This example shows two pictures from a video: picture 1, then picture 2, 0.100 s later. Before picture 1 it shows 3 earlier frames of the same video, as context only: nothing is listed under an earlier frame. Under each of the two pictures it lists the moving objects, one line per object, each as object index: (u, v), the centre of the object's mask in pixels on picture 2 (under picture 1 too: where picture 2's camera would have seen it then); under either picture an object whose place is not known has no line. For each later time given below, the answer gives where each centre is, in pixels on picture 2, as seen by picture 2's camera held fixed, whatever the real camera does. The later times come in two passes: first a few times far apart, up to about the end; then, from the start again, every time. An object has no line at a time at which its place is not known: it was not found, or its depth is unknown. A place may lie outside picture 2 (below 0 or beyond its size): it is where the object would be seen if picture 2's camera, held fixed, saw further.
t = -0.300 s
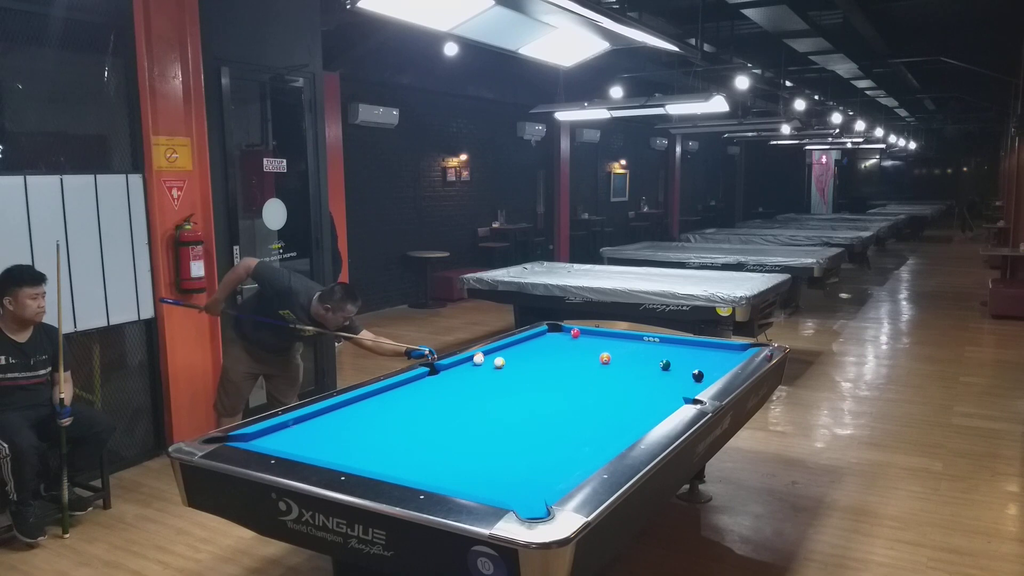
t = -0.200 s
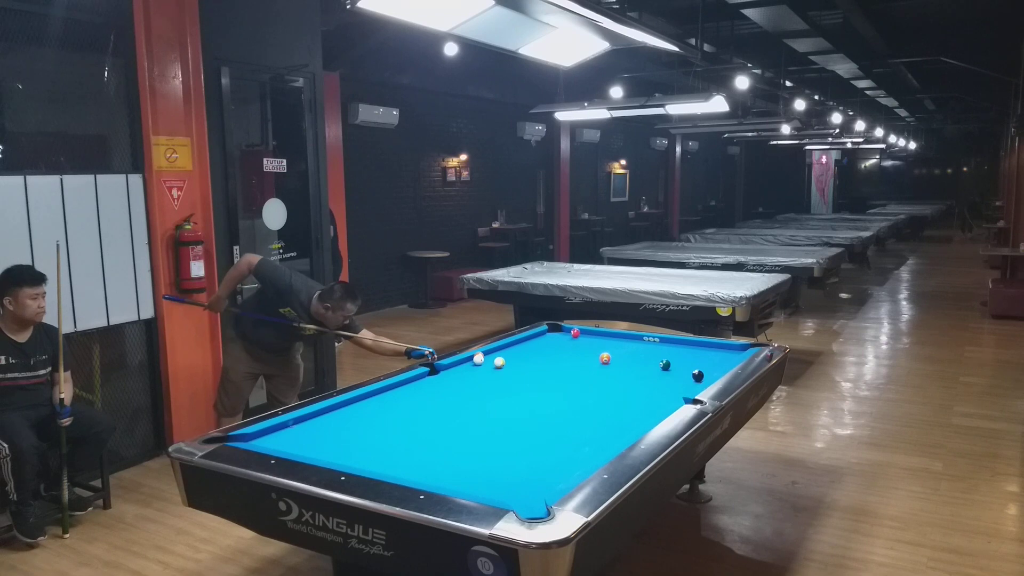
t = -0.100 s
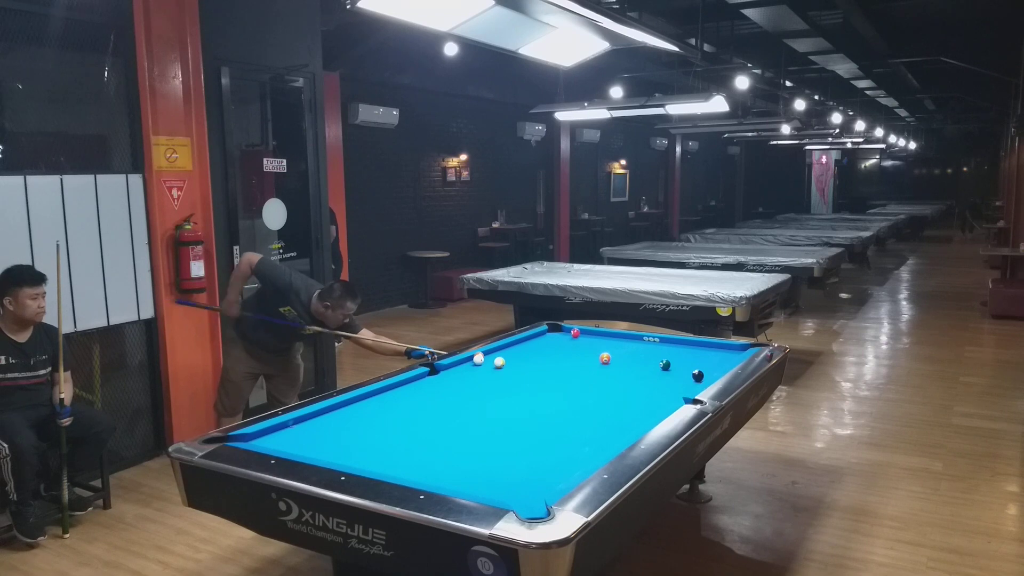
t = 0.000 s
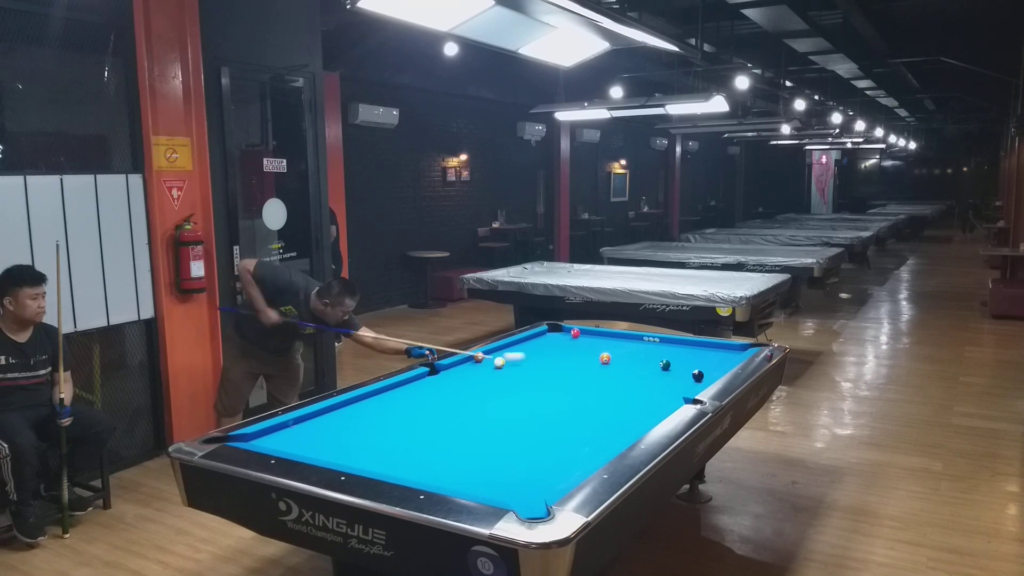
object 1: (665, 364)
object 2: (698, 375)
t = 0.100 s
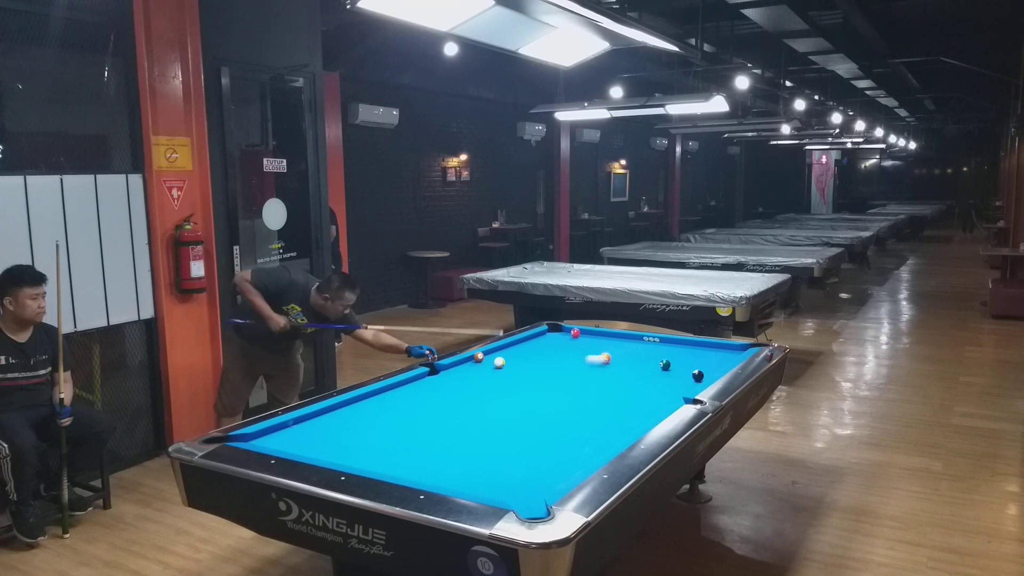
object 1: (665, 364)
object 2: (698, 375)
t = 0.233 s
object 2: (698, 375)
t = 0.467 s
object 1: (698, 373)
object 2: (684, 379)
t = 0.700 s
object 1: (706, 374)
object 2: (652, 379)
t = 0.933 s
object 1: (708, 373)
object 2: (621, 379)
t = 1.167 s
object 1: (706, 373)
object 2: (591, 379)
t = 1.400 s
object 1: (704, 373)
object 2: (562, 380)
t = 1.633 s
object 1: (702, 372)
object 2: (534, 380)
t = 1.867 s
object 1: (701, 372)
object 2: (507, 380)
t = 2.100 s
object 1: (701, 372)
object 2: (481, 381)
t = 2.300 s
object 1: (701, 372)
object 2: (460, 381)
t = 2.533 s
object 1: (701, 372)
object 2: (435, 382)
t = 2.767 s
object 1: (701, 372)
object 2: (412, 382)
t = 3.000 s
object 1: (701, 372)
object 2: (407, 384)
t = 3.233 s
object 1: (701, 372)
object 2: (411, 387)
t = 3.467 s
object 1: (701, 372)
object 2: (415, 389)
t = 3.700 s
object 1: (701, 372)
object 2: (419, 391)
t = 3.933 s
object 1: (701, 372)
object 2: (422, 392)
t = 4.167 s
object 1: (701, 372)
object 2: (425, 394)
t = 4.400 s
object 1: (701, 372)
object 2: (428, 395)
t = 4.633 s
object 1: (701, 372)
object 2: (431, 396)
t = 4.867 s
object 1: (701, 372)
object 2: (433, 397)
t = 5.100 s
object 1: (701, 372)
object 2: (435, 398)
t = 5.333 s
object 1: (701, 372)
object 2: (437, 399)
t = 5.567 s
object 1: (701, 372)
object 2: (438, 399)
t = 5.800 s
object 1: (701, 372)
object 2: (439, 400)
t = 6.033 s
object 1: (701, 372)
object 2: (439, 400)
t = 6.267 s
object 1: (701, 372)
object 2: (439, 400)
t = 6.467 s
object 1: (701, 372)
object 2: (439, 400)
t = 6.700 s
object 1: (701, 371)
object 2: (439, 400)
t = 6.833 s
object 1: (701, 372)
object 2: (439, 400)
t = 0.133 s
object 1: (665, 364)
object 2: (698, 375)
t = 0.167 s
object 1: (665, 364)
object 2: (698, 375)
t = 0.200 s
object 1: (670, 366)
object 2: (698, 375)
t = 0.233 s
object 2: (698, 375)
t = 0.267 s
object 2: (697, 375)
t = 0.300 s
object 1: (691, 373)
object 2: (700, 376)
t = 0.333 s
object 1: (692, 373)
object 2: (703, 376)
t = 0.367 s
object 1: (693, 372)
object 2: (698, 378)
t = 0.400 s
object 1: (695, 372)
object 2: (693, 378)
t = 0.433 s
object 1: (697, 373)
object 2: (688, 379)
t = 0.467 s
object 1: (698, 373)
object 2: (684, 379)
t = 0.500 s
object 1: (699, 373)
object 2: (679, 379)
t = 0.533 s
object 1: (700, 373)
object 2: (674, 379)
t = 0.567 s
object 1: (701, 374)
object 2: (670, 379)
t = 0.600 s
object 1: (702, 374)
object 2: (665, 379)
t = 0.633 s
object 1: (703, 374)
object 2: (661, 379)
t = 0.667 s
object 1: (705, 374)
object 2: (656, 379)
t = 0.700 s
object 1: (706, 374)
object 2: (652, 379)
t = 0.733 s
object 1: (707, 373)
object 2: (647, 379)
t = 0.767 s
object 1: (708, 373)
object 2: (643, 379)
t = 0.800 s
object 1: (708, 373)
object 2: (638, 379)
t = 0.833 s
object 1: (709, 373)
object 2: (634, 379)
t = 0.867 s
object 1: (709, 373)
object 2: (630, 379)
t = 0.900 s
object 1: (709, 373)
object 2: (625, 379)
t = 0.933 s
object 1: (708, 373)
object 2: (621, 379)
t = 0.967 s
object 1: (708, 373)
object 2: (616, 379)
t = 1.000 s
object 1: (708, 373)
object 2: (612, 379)
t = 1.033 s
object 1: (707, 373)
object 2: (608, 379)
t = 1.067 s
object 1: (707, 373)
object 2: (604, 379)
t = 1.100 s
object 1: (706, 373)
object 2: (600, 379)
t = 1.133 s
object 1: (706, 373)
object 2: (595, 379)
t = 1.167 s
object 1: (706, 373)
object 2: (591, 379)
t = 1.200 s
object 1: (706, 373)
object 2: (587, 379)
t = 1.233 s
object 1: (705, 373)
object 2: (583, 379)
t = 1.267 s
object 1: (705, 373)
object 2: (579, 379)
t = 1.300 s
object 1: (704, 373)
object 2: (575, 379)
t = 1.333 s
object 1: (704, 373)
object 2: (570, 379)
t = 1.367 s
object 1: (704, 373)
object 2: (566, 379)
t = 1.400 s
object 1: (704, 373)
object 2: (562, 380)
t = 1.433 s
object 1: (703, 373)
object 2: (558, 380)
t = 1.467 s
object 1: (703, 373)
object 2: (554, 380)
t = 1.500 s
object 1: (703, 372)
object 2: (550, 380)
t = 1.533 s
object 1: (703, 372)
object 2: (546, 380)
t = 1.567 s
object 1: (703, 372)
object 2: (542, 380)
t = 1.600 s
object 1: (702, 372)
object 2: (538, 380)
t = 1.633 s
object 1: (702, 372)
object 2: (534, 380)
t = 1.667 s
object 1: (702, 372)
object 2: (530, 380)
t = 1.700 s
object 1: (702, 372)
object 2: (527, 380)
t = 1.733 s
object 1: (702, 372)
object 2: (523, 380)
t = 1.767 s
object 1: (702, 372)
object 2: (519, 380)
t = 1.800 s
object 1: (701, 372)
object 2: (515, 380)
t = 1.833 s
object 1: (701, 372)
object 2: (511, 380)
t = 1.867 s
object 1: (701, 372)
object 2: (507, 380)
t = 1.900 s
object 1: (701, 372)
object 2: (504, 380)
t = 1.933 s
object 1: (701, 372)
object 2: (500, 381)
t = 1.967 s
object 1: (701, 372)
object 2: (496, 381)
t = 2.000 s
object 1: (701, 372)
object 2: (492, 381)
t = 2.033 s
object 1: (701, 372)
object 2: (489, 381)
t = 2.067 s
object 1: (701, 372)
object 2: (485, 381)
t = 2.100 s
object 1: (701, 372)
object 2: (481, 381)
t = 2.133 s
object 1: (701, 372)
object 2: (478, 381)
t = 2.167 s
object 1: (701, 372)
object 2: (474, 381)
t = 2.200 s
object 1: (701, 372)
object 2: (470, 381)
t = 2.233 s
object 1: (701, 372)
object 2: (467, 381)
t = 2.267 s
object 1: (701, 372)
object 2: (463, 381)
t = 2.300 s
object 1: (701, 372)
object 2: (460, 381)
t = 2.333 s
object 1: (701, 372)
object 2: (456, 382)
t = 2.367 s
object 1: (701, 372)
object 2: (453, 382)
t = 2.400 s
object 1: (701, 372)
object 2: (449, 382)
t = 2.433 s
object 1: (701, 372)
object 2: (446, 382)
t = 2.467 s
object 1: (701, 372)
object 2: (442, 382)
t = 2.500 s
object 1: (701, 372)
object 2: (439, 382)
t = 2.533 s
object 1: (701, 372)
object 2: (435, 382)
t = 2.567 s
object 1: (701, 372)
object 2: (432, 382)
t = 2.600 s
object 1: (701, 372)
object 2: (429, 382)
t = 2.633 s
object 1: (701, 372)
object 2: (425, 382)
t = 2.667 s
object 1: (701, 372)
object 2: (422, 383)
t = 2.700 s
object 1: (701, 372)
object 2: (419, 383)
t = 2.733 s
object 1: (701, 372)
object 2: (415, 383)
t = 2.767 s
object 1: (701, 372)
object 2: (412, 382)
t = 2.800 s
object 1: (701, 372)
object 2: (409, 383)
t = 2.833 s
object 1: (701, 372)
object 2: (405, 383)
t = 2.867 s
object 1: (701, 372)
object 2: (405, 383)
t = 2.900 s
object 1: (701, 372)
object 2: (406, 383)
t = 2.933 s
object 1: (701, 372)
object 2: (406, 384)
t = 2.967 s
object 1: (701, 372)
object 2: (407, 384)
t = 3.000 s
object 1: (701, 372)
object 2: (407, 384)
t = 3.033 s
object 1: (701, 372)
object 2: (408, 385)
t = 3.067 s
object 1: (701, 372)
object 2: (409, 385)
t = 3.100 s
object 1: (701, 372)
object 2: (409, 385)
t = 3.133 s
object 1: (701, 372)
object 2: (410, 386)
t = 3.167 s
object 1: (701, 372)
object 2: (410, 386)
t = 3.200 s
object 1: (701, 372)
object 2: (411, 386)
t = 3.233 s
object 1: (701, 372)
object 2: (411, 387)
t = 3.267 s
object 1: (701, 372)
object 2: (412, 387)
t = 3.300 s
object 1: (701, 372)
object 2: (413, 387)
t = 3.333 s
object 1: (701, 372)
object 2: (413, 387)
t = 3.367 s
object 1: (701, 372)
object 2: (414, 388)
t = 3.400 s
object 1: (701, 372)
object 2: (414, 388)
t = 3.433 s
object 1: (701, 372)
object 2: (415, 388)
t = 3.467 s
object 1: (701, 372)
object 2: (415, 389)
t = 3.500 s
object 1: (701, 372)
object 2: (416, 389)
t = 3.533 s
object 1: (701, 372)
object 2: (416, 389)
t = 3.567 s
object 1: (701, 372)
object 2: (417, 389)
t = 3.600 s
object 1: (701, 372)
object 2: (418, 390)
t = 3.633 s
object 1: (701, 372)
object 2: (418, 390)
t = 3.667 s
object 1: (701, 372)
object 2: (418, 390)
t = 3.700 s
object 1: (701, 372)
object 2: (419, 391)
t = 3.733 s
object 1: (701, 372)
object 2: (419, 391)
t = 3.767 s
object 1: (701, 372)
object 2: (420, 391)
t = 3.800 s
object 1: (701, 372)
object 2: (420, 391)
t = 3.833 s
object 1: (701, 372)
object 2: (421, 392)
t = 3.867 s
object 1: (701, 372)
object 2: (421, 392)
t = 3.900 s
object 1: (701, 372)
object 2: (422, 392)
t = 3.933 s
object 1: (701, 372)
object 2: (422, 392)
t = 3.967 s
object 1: (701, 372)
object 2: (423, 393)
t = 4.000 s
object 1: (701, 372)
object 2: (423, 393)
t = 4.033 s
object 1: (701, 372)
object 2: (424, 393)
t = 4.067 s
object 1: (701, 372)
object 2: (424, 393)
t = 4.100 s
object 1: (701, 372)
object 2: (425, 393)
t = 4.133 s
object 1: (701, 372)
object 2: (425, 394)
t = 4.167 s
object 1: (701, 372)
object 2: (425, 394)
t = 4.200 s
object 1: (701, 372)
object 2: (426, 394)
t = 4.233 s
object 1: (701, 372)
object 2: (426, 394)
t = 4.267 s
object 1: (701, 372)
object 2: (427, 395)
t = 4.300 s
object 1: (701, 372)
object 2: (427, 395)
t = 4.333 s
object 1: (701, 372)
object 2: (428, 395)
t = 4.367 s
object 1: (701, 372)
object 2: (428, 395)
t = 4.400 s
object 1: (701, 372)
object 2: (428, 395)
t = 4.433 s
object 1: (701, 372)
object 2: (429, 395)
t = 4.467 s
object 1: (701, 372)
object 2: (429, 396)
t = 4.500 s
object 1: (701, 372)
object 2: (430, 396)
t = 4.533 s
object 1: (701, 372)
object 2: (430, 396)
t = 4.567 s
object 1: (701, 372)
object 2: (430, 396)
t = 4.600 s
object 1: (701, 372)
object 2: (431, 396)
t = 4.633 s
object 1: (701, 372)
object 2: (431, 396)
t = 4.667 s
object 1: (701, 372)
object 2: (431, 397)
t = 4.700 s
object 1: (701, 372)
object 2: (432, 397)
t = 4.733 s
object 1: (701, 372)
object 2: (432, 397)
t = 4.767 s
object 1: (701, 372)
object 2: (432, 397)
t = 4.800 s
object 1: (701, 372)
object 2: (433, 397)
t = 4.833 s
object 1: (701, 372)
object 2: (433, 397)
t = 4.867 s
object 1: (701, 372)
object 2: (433, 397)
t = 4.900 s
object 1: (701, 372)
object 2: (434, 397)
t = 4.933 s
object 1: (701, 372)
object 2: (434, 398)
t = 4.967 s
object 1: (701, 372)
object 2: (434, 398)
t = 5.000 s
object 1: (701, 372)
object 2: (435, 398)
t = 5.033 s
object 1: (701, 372)
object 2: (435, 398)
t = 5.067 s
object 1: (701, 372)
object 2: (435, 398)
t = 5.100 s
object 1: (701, 372)
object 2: (435, 398)
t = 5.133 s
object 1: (701, 371)
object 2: (436, 398)
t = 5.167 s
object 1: (701, 371)
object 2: (436, 398)
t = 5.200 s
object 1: (701, 371)
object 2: (436, 398)
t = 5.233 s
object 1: (701, 372)
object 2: (437, 399)
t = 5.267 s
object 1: (701, 372)
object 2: (437, 399)
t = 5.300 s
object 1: (701, 372)
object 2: (437, 399)
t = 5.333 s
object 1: (701, 372)
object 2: (437, 399)
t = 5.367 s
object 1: (701, 372)
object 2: (437, 399)
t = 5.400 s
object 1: (701, 372)
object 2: (438, 399)
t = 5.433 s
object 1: (701, 372)
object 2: (438, 399)
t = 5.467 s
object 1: (701, 372)
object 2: (438, 399)
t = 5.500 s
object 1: (701, 372)
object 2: (438, 399)
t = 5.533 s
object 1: (701, 372)
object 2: (438, 399)
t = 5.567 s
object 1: (701, 372)
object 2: (438, 399)
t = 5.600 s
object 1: (701, 372)
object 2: (439, 399)
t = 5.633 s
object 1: (701, 372)
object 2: (439, 399)
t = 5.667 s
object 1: (701, 372)
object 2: (439, 399)
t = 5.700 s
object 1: (701, 372)
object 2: (439, 399)
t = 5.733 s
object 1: (701, 372)
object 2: (439, 399)
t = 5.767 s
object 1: (701, 372)
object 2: (439, 399)
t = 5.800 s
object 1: (701, 372)
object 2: (439, 400)
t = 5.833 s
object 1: (701, 372)
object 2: (439, 400)
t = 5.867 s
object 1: (701, 372)
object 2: (439, 400)
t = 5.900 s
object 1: (701, 372)
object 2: (439, 400)
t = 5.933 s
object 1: (701, 372)
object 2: (439, 400)
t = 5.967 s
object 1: (701, 372)
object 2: (439, 400)
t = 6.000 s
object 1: (701, 372)
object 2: (439, 400)
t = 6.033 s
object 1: (701, 372)
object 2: (439, 400)
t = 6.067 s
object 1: (701, 372)
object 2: (439, 400)
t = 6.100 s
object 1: (701, 372)
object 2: (439, 400)
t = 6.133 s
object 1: (701, 372)
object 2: (439, 400)
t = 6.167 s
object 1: (701, 372)
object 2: (439, 400)
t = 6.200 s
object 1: (701, 371)
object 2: (439, 400)
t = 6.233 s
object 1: (701, 372)
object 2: (439, 400)
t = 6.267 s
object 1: (701, 372)
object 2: (439, 400)
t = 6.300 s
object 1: (701, 372)
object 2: (439, 400)
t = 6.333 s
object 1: (701, 372)
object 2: (439, 400)
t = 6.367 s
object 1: (701, 371)
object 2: (439, 400)
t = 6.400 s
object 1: (701, 371)
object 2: (439, 400)
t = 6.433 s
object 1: (701, 372)
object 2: (439, 400)
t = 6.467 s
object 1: (701, 372)
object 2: (439, 400)
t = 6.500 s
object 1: (701, 371)
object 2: (439, 400)
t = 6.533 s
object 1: (701, 371)
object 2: (439, 400)
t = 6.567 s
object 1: (701, 372)
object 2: (439, 400)
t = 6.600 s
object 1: (701, 371)
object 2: (439, 400)
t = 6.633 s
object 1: (701, 372)
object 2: (439, 400)
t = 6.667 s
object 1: (701, 371)
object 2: (439, 400)
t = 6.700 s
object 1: (701, 371)
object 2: (439, 400)
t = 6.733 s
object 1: (701, 371)
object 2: (439, 400)
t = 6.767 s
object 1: (701, 371)
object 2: (439, 400)
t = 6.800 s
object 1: (701, 372)
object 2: (439, 400)
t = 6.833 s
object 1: (701, 372)
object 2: (439, 400)
